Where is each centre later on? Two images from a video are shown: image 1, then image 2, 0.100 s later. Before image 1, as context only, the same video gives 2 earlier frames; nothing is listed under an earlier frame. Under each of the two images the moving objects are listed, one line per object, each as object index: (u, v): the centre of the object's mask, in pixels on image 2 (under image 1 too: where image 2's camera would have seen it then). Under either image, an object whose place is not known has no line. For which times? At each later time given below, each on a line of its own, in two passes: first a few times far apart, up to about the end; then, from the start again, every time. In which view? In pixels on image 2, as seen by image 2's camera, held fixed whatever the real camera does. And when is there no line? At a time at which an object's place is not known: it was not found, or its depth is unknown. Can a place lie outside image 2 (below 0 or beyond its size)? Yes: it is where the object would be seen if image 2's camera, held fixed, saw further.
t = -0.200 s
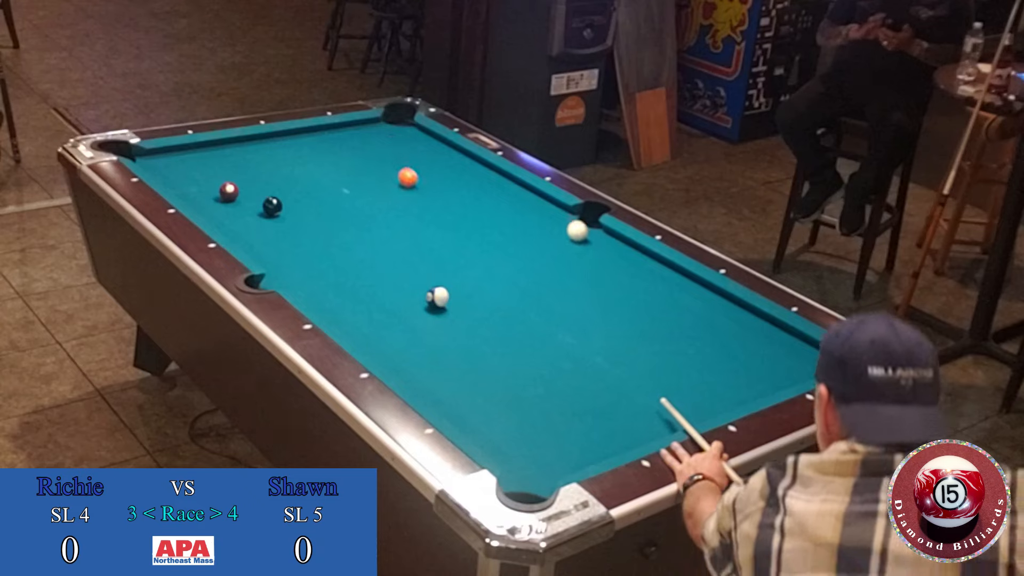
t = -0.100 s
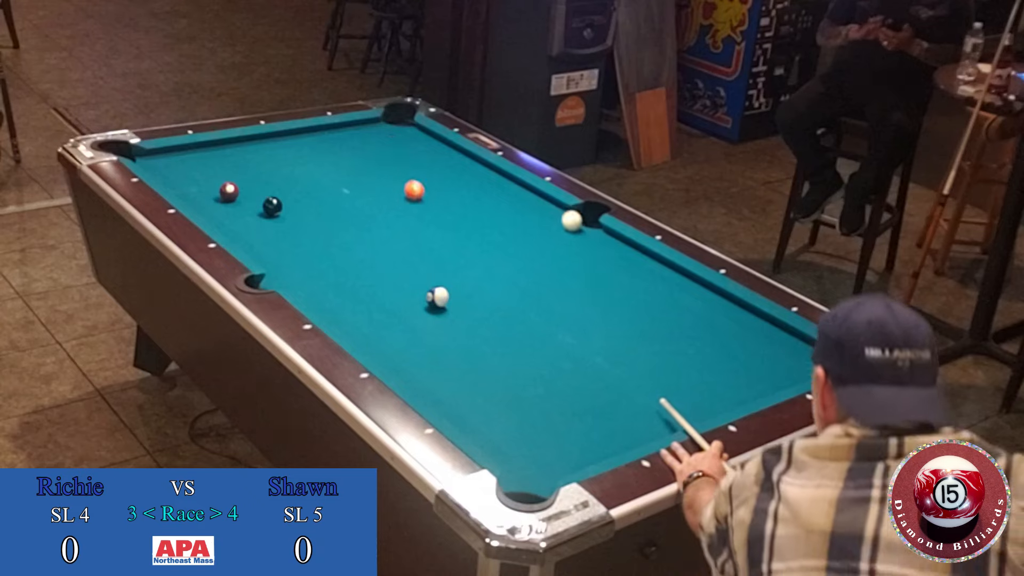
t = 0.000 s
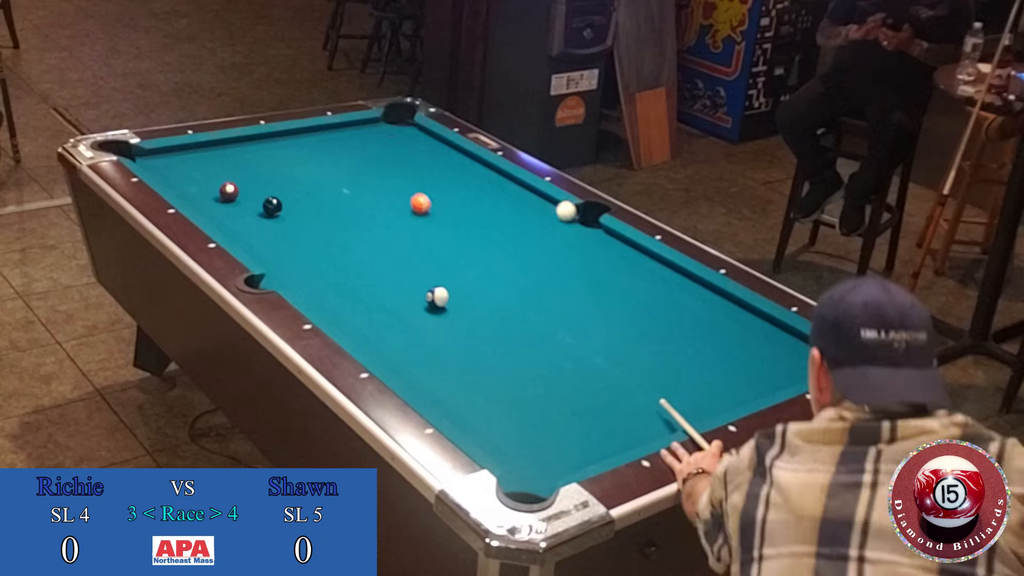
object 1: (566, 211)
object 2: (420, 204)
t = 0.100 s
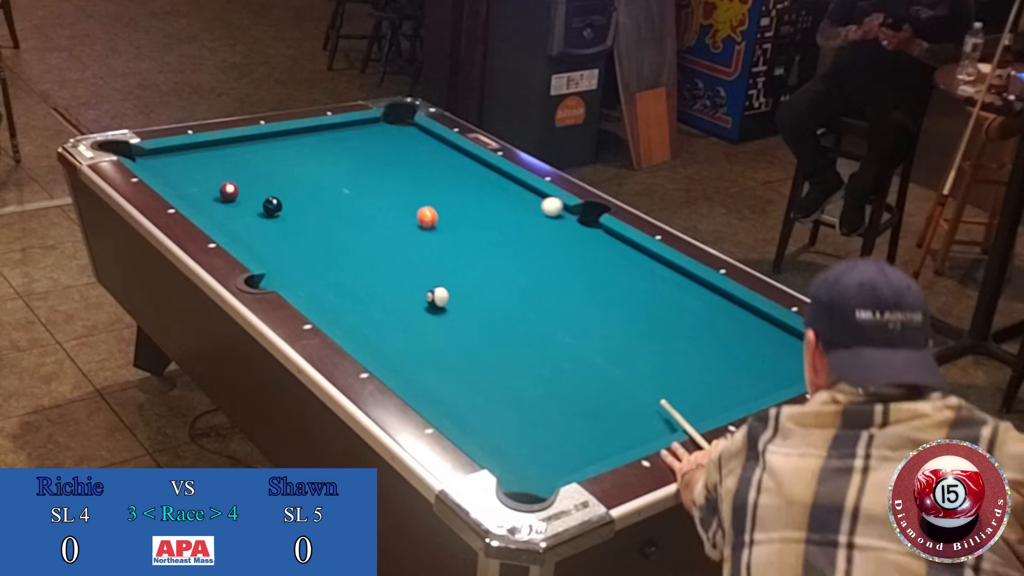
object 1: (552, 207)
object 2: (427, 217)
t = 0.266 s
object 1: (525, 202)
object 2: (439, 241)
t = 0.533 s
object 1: (485, 195)
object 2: (459, 284)
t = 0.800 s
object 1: (447, 188)
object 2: (481, 331)
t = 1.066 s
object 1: (412, 182)
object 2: (506, 384)
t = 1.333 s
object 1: (379, 176)
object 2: (534, 443)
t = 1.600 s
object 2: (517, 475)
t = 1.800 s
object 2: (531, 487)
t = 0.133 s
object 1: (547, 206)
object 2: (429, 222)
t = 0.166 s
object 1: (541, 205)
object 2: (431, 227)
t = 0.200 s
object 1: (536, 204)
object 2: (434, 232)
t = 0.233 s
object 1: (531, 203)
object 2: (436, 237)
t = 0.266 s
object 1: (525, 202)
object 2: (439, 241)
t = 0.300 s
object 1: (520, 201)
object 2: (441, 246)
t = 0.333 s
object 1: (515, 200)
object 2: (443, 252)
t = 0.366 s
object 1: (510, 199)
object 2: (446, 257)
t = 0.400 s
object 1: (504, 198)
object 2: (448, 262)
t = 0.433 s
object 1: (499, 197)
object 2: (451, 268)
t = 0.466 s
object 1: (495, 197)
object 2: (454, 273)
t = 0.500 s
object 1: (489, 196)
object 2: (456, 278)
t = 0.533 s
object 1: (485, 195)
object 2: (459, 284)
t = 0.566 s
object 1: (480, 194)
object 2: (461, 289)
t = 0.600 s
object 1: (475, 193)
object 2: (464, 295)
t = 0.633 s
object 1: (470, 192)
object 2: (467, 301)
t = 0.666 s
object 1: (465, 191)
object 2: (470, 307)
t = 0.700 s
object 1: (461, 191)
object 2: (473, 313)
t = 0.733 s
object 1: (456, 190)
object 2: (475, 318)
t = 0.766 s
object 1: (451, 189)
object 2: (478, 325)
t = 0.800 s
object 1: (447, 188)
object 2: (481, 331)
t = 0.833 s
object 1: (442, 187)
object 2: (484, 337)
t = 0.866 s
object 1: (438, 186)
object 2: (487, 344)
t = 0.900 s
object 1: (433, 186)
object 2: (490, 350)
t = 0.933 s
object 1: (429, 185)
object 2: (493, 357)
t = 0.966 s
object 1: (425, 184)
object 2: (496, 363)
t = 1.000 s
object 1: (420, 183)
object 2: (500, 370)
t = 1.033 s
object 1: (416, 183)
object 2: (503, 376)
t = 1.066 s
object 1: (412, 182)
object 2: (506, 384)
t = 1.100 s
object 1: (407, 181)
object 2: (510, 391)
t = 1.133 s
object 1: (403, 181)
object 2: (513, 398)
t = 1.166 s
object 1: (399, 180)
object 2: (516, 405)
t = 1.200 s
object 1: (395, 179)
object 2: (520, 413)
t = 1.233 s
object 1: (391, 178)
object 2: (523, 420)
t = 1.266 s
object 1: (387, 178)
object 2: (527, 427)
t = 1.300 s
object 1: (383, 177)
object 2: (531, 435)
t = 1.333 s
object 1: (379, 176)
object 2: (534, 443)
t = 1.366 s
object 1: (375, 175)
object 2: (538, 451)
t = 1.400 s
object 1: (371, 175)
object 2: (542, 459)
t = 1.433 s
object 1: (368, 174)
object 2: (546, 467)
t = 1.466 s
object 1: (364, 174)
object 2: (547, 474)
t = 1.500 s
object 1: (360, 173)
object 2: (540, 475)
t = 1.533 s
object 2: (531, 475)
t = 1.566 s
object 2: (524, 475)
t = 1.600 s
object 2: (517, 475)
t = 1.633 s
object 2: (517, 475)
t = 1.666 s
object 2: (520, 477)
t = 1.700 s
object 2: (523, 479)
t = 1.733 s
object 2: (526, 480)
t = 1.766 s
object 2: (528, 483)
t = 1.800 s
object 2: (531, 487)
